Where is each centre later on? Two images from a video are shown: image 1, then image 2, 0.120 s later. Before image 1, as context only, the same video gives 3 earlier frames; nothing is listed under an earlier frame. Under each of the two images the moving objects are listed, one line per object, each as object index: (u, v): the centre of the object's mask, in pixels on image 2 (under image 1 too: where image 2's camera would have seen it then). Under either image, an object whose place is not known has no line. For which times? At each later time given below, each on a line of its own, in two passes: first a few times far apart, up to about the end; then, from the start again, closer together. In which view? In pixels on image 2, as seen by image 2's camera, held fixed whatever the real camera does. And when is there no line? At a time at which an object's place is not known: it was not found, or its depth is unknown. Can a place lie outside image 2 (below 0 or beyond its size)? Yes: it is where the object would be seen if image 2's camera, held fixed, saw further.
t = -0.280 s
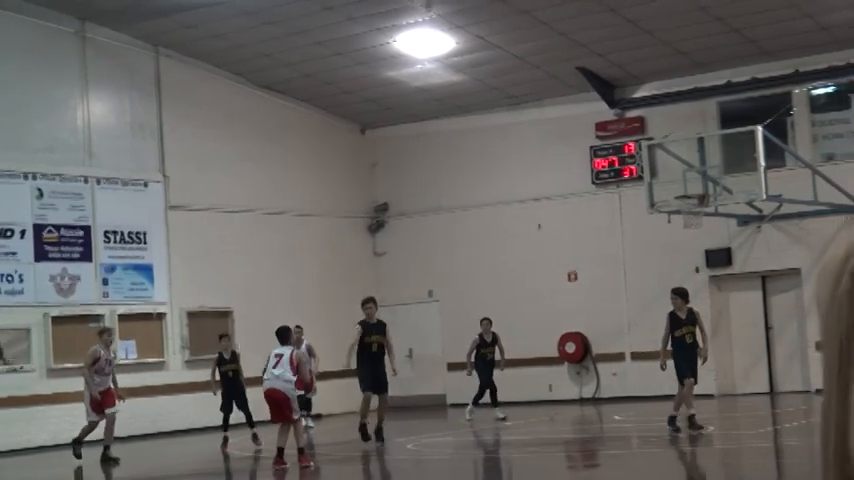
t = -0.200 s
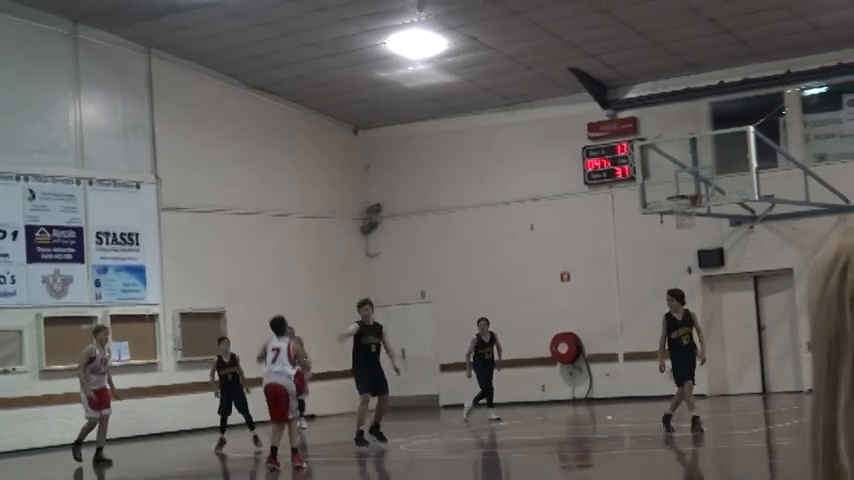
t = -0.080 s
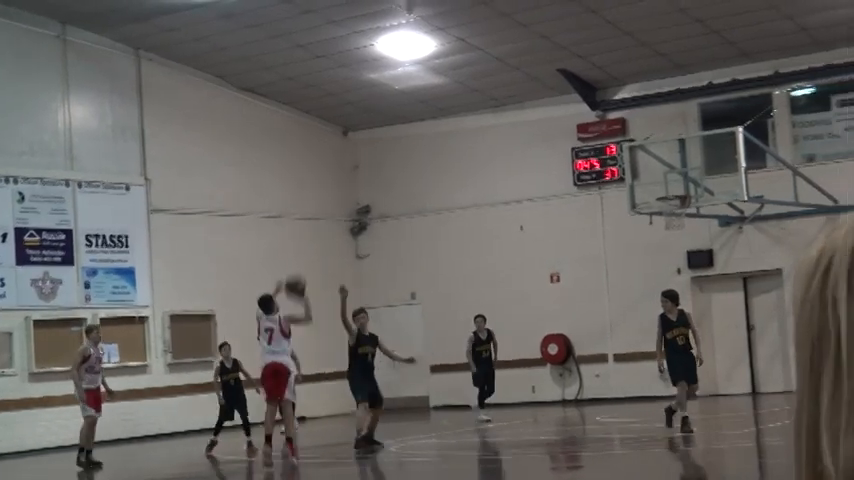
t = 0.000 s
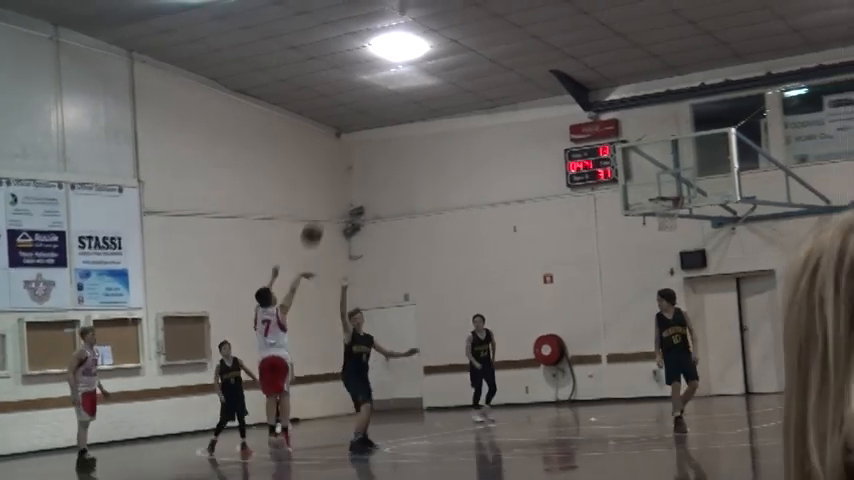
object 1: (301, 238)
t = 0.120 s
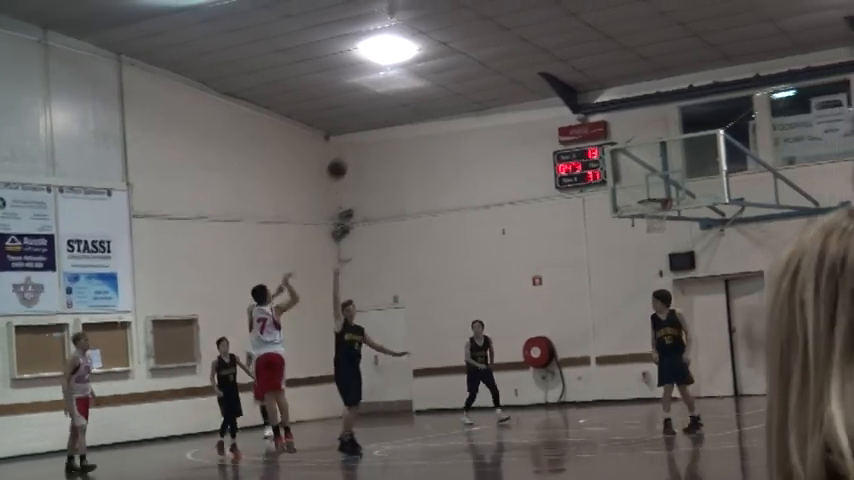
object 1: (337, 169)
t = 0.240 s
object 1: (371, 116)
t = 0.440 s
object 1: (426, 57)
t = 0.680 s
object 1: (489, 34)
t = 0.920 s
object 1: (548, 55)
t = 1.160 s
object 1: (606, 116)
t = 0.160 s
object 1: (348, 149)
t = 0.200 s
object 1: (360, 132)
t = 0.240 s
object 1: (371, 116)
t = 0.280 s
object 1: (383, 100)
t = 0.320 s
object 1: (394, 87)
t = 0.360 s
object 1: (405, 75)
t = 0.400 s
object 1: (416, 66)
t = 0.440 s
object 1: (426, 57)
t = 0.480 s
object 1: (437, 50)
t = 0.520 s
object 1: (447, 45)
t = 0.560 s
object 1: (458, 41)
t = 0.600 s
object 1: (469, 37)
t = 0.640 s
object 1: (479, 35)
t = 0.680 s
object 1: (489, 34)
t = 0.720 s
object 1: (499, 35)
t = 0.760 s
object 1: (509, 37)
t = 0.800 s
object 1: (519, 40)
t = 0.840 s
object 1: (529, 44)
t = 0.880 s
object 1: (538, 49)
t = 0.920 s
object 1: (548, 55)
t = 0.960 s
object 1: (558, 63)
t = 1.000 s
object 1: (567, 72)
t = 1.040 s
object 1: (577, 82)
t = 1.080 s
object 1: (587, 93)
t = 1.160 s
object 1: (606, 116)
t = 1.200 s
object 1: (615, 128)
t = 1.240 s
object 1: (628, 143)
